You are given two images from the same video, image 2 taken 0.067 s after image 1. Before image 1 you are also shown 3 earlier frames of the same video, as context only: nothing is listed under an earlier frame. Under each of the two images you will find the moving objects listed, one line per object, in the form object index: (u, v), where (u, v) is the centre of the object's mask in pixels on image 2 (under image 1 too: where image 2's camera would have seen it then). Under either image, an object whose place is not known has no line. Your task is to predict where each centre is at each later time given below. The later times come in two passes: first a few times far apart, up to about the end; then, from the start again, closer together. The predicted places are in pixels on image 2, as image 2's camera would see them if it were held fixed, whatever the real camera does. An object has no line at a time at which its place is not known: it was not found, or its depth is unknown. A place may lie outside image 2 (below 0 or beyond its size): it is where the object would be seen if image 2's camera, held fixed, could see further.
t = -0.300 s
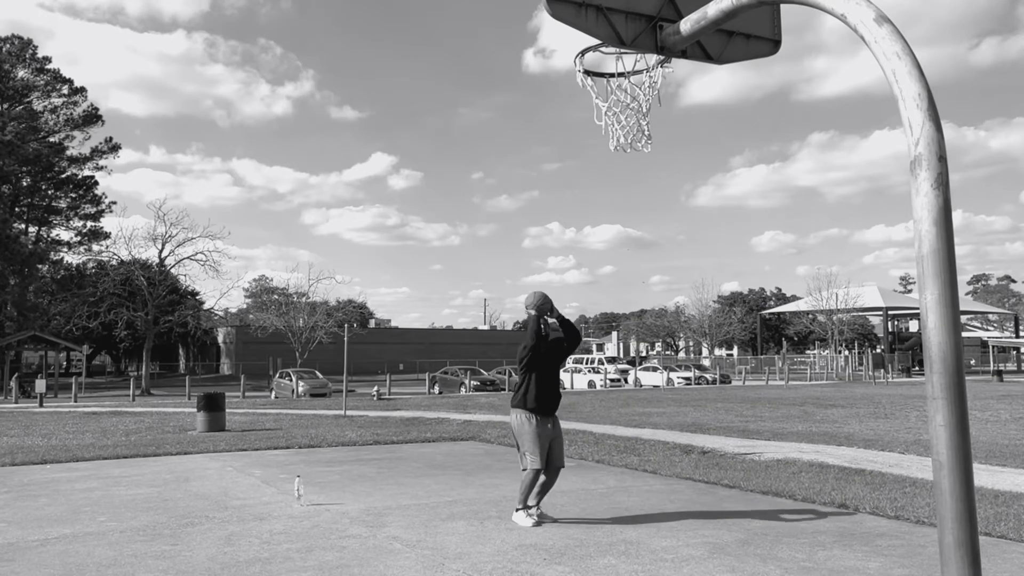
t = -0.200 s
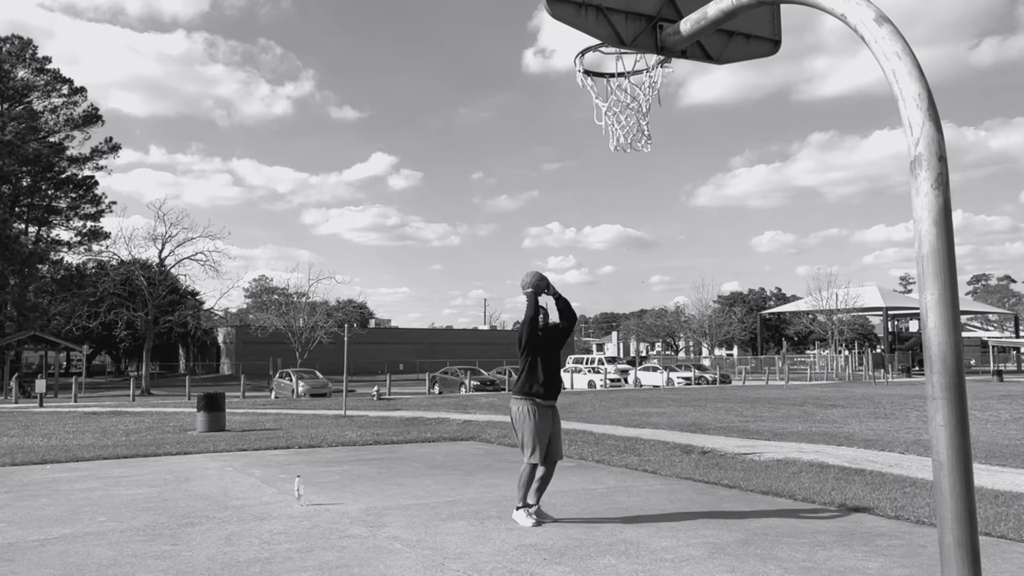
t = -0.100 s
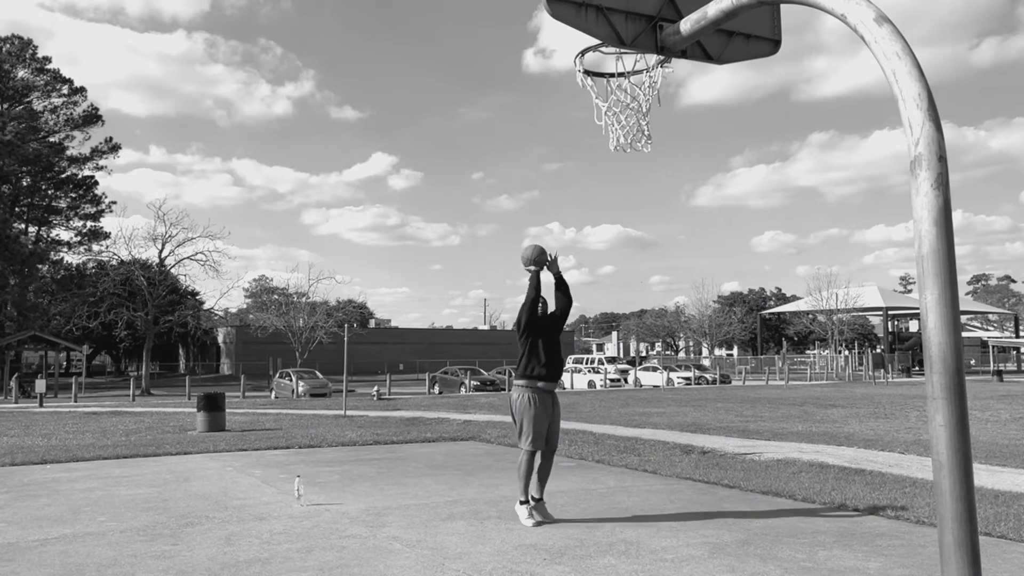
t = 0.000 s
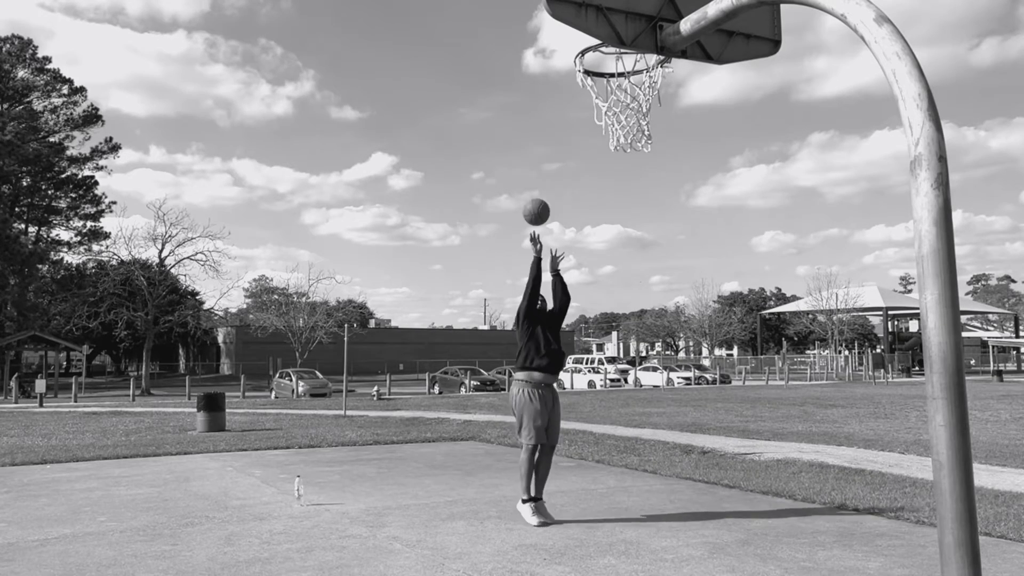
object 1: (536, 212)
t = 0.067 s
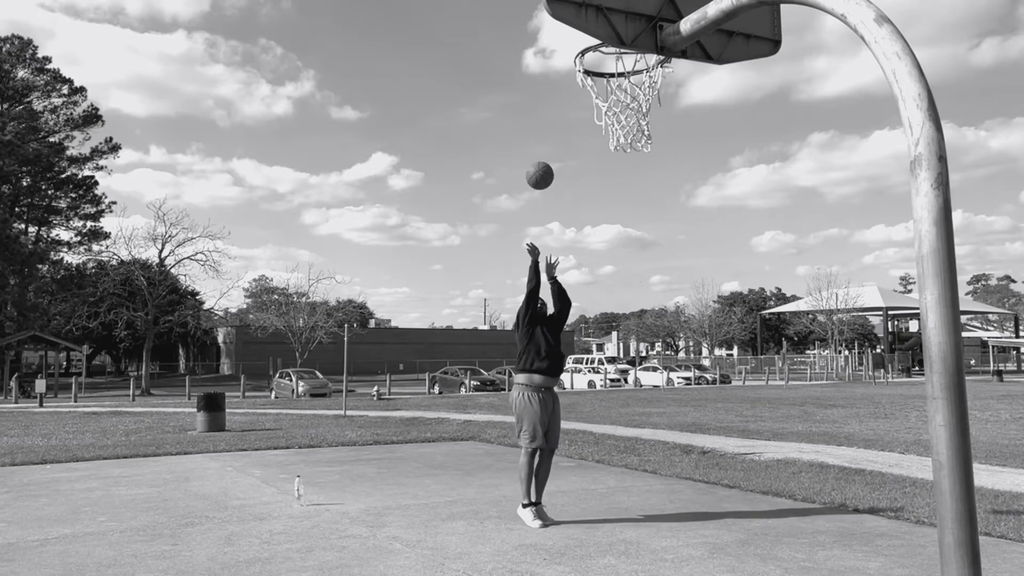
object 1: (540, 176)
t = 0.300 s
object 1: (555, 72)
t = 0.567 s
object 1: (576, 33)
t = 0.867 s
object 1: (623, 69)
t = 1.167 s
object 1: (663, 172)
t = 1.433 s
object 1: (680, 363)
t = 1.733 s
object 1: (692, 523)
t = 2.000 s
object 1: (677, 347)
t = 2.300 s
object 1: (668, 305)
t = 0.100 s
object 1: (542, 158)
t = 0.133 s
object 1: (544, 142)
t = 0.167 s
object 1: (546, 126)
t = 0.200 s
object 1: (548, 112)
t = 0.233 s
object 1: (551, 98)
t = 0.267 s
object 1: (553, 84)
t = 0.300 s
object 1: (555, 72)
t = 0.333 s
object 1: (558, 62)
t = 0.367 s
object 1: (561, 52)
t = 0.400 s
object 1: (564, 43)
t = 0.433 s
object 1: (566, 39)
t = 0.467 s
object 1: (568, 36)
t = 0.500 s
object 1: (570, 34)
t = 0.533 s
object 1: (573, 33)
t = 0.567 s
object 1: (576, 33)
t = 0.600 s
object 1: (579, 34)
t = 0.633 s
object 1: (583, 36)
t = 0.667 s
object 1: (585, 38)
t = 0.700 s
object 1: (587, 39)
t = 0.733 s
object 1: (599, 49)
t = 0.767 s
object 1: (608, 59)
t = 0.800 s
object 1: (613, 62)
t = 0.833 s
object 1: (617, 65)
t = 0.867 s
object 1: (623, 69)
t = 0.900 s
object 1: (632, 80)
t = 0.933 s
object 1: (644, 93)
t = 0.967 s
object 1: (645, 102)
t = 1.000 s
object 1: (653, 112)
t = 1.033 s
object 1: (655, 125)
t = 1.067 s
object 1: (657, 131)
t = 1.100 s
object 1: (660, 143)
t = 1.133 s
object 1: (661, 157)
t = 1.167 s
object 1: (663, 172)
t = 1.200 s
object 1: (665, 189)
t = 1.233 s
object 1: (667, 209)
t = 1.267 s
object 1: (668, 230)
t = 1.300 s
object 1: (670, 253)
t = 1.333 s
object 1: (673, 278)
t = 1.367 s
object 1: (675, 304)
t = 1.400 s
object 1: (677, 332)
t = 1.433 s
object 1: (680, 363)
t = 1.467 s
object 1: (682, 395)
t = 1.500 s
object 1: (685, 429)
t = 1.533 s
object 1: (688, 465)
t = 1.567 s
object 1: (691, 503)
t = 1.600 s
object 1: (695, 543)
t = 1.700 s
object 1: (694, 555)
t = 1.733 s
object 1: (692, 523)
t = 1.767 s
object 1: (689, 493)
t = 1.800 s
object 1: (687, 465)
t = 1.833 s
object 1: (686, 440)
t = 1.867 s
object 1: (683, 417)
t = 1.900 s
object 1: (682, 396)
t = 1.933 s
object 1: (680, 378)
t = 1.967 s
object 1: (679, 362)
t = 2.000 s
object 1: (677, 347)
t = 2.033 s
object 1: (676, 335)
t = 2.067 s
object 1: (675, 325)
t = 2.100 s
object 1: (673, 317)
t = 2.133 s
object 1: (672, 311)
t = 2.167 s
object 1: (671, 306)
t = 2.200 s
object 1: (670, 303)
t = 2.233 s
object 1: (670, 302)
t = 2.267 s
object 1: (669, 302)
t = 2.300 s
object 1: (668, 305)
